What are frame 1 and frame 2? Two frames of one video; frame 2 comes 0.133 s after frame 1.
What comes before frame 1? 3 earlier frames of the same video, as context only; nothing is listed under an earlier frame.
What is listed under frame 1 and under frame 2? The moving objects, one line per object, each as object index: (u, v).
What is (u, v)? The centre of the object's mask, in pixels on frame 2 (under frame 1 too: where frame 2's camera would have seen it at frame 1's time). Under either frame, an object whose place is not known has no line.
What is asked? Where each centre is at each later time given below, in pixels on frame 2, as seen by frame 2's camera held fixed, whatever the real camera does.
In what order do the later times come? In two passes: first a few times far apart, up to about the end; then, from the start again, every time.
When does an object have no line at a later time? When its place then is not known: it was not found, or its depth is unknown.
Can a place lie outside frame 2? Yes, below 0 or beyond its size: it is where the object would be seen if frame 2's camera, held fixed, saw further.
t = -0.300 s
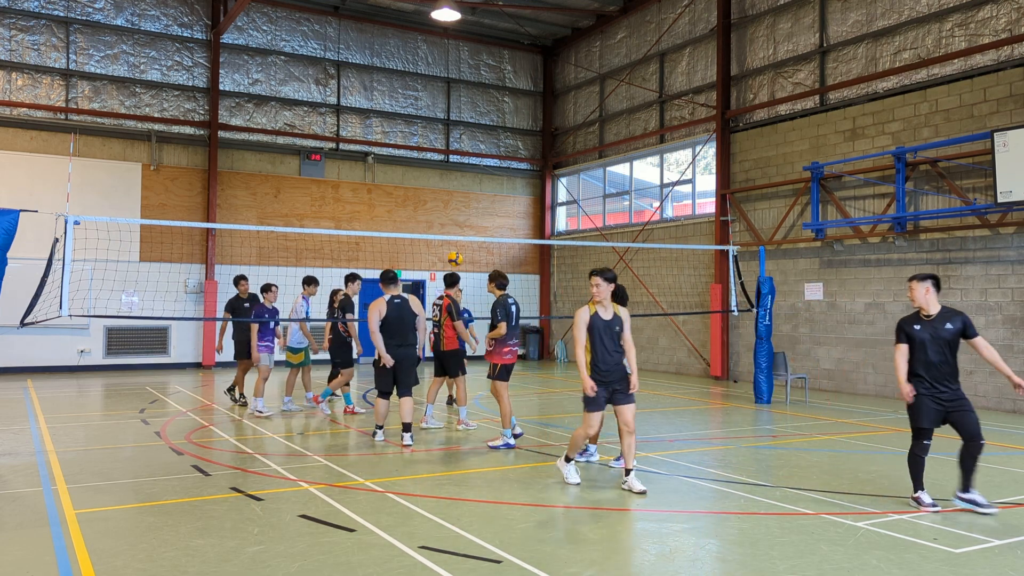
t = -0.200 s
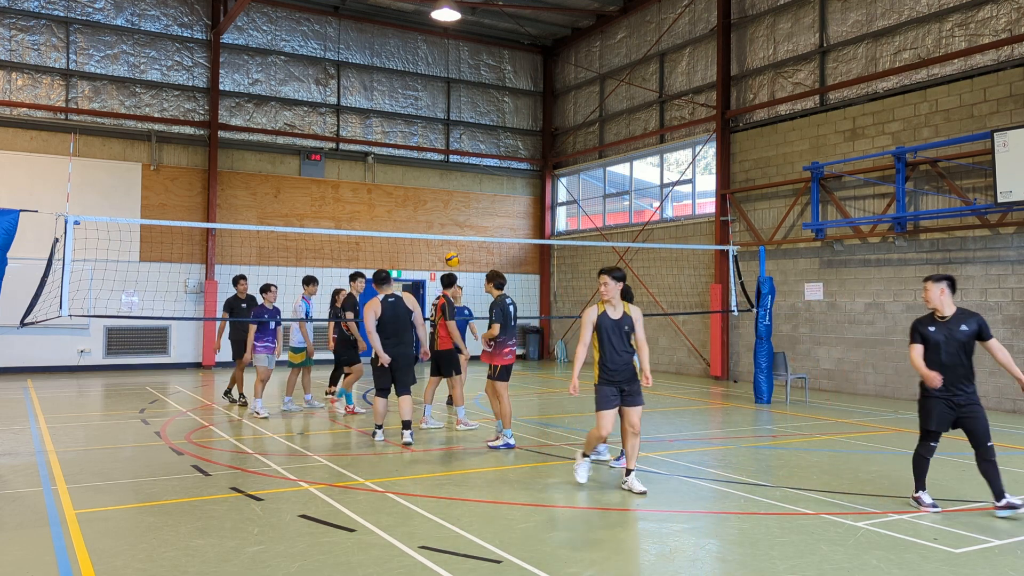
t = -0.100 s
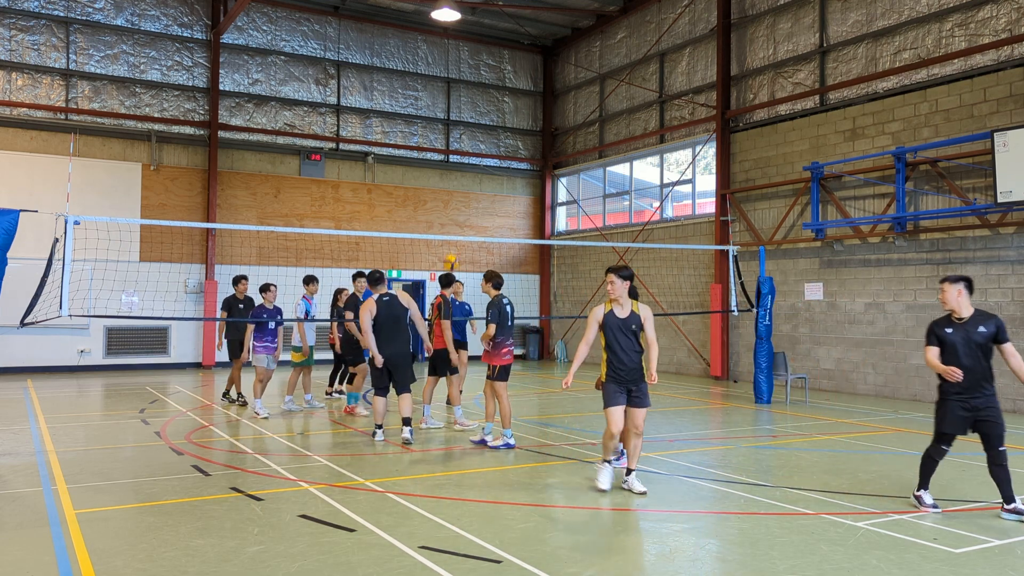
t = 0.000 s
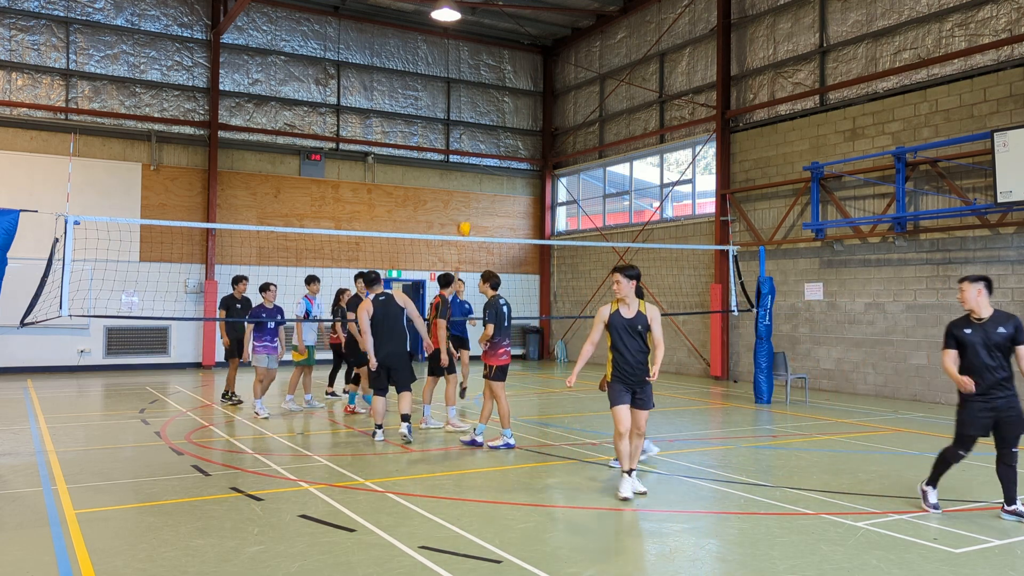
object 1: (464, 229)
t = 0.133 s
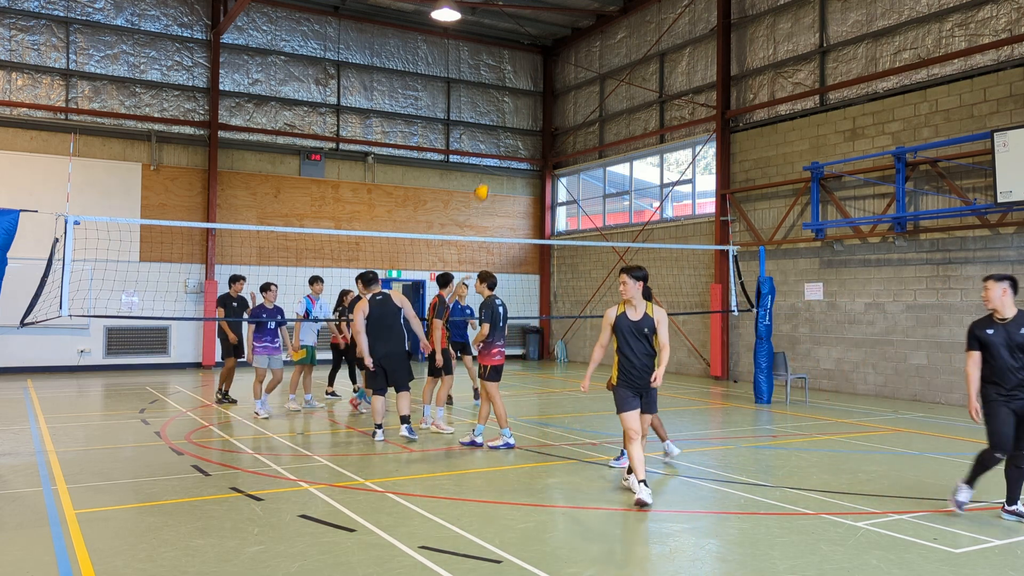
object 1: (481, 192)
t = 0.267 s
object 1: (500, 166)
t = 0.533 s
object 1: (543, 148)
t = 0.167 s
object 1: (486, 185)
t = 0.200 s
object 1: (491, 178)
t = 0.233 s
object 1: (496, 172)
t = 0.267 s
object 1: (500, 166)
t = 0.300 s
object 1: (505, 161)
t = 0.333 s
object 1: (511, 156)
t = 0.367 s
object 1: (516, 153)
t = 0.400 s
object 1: (521, 150)
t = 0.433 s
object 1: (526, 148)
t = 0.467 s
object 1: (532, 147)
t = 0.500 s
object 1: (538, 147)
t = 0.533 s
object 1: (543, 148)
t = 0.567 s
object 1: (549, 150)
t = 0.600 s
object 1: (555, 152)
